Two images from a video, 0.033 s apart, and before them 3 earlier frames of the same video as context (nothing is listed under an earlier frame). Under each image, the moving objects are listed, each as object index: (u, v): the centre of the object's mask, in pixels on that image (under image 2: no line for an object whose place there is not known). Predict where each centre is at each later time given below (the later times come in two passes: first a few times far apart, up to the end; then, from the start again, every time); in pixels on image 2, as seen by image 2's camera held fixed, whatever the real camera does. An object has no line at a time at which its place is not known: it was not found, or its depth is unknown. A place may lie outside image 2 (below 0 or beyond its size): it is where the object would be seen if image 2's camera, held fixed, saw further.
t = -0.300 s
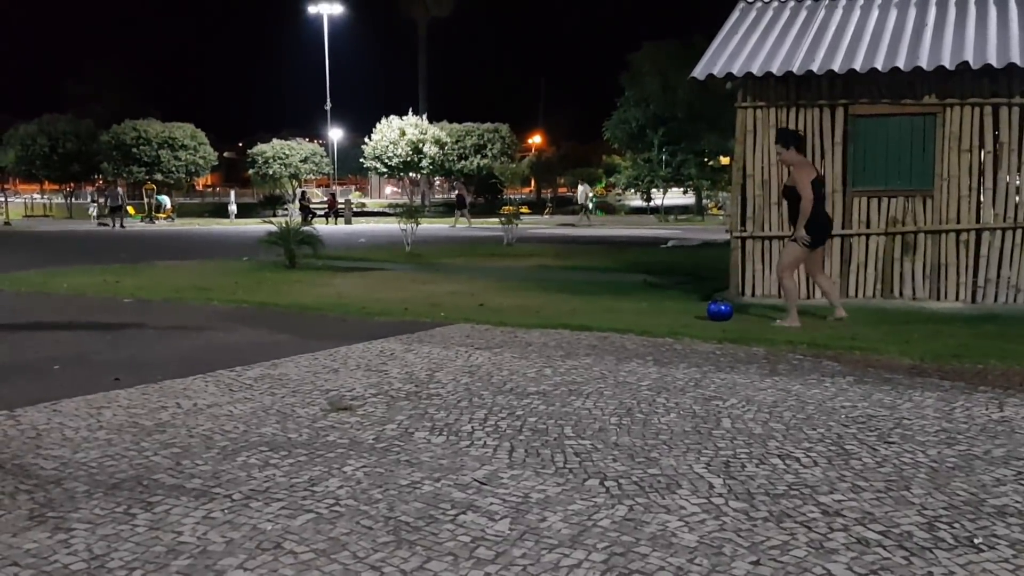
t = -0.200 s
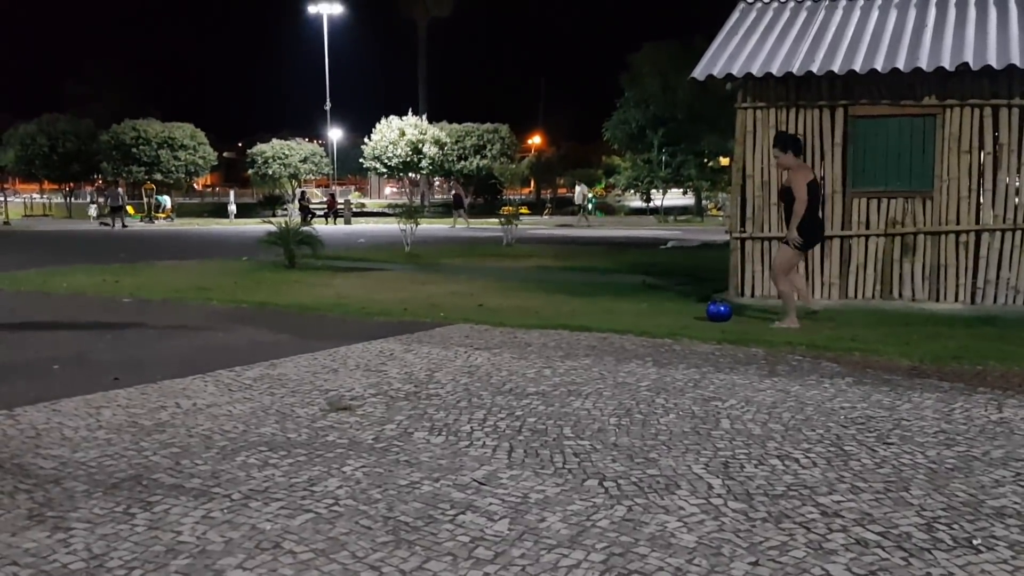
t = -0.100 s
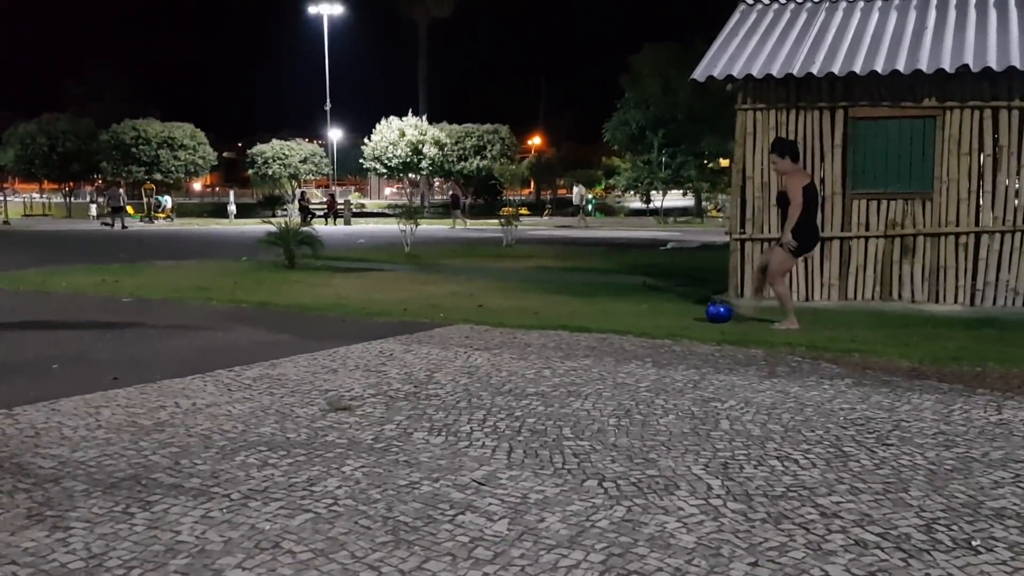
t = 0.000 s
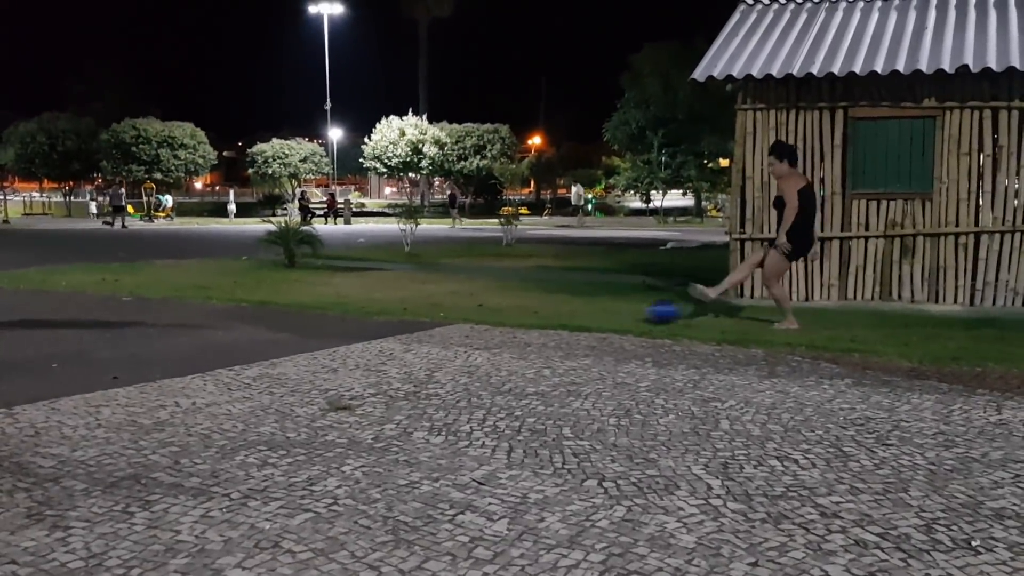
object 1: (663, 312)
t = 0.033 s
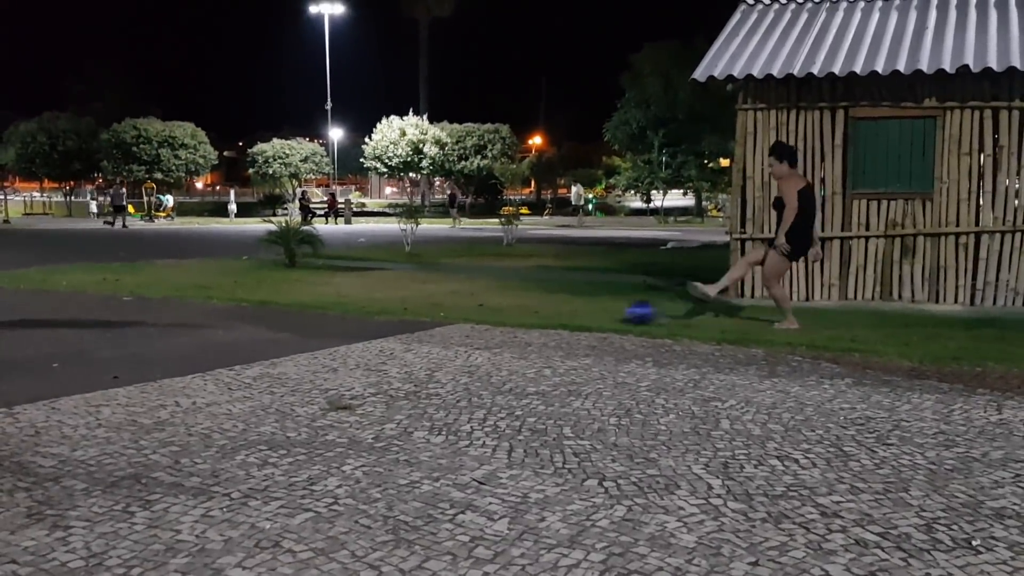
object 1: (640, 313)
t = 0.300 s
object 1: (485, 314)
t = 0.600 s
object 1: (334, 319)
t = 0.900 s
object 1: (169, 326)
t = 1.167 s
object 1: (13, 336)
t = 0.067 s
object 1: (620, 312)
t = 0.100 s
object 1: (601, 309)
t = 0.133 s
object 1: (581, 308)
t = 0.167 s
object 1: (561, 308)
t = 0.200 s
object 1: (541, 311)
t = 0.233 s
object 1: (521, 314)
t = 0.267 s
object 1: (501, 317)
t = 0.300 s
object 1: (485, 314)
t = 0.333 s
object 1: (469, 311)
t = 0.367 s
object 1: (453, 311)
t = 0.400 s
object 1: (435, 312)
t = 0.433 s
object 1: (419, 315)
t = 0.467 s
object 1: (403, 319)
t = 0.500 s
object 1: (387, 321)
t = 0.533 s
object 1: (369, 319)
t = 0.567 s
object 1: (351, 317)
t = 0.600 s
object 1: (334, 319)
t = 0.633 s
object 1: (317, 321)
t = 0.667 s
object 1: (300, 325)
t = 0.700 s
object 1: (281, 324)
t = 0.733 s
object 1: (263, 324)
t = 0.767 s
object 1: (243, 325)
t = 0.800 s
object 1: (227, 328)
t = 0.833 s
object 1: (207, 327)
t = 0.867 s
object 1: (189, 326)
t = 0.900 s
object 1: (169, 326)
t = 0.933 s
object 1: (149, 329)
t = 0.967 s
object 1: (130, 333)
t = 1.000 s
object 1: (111, 331)
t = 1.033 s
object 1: (92, 330)
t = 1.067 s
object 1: (72, 330)
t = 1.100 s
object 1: (52, 332)
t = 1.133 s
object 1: (31, 336)
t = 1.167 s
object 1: (13, 336)
